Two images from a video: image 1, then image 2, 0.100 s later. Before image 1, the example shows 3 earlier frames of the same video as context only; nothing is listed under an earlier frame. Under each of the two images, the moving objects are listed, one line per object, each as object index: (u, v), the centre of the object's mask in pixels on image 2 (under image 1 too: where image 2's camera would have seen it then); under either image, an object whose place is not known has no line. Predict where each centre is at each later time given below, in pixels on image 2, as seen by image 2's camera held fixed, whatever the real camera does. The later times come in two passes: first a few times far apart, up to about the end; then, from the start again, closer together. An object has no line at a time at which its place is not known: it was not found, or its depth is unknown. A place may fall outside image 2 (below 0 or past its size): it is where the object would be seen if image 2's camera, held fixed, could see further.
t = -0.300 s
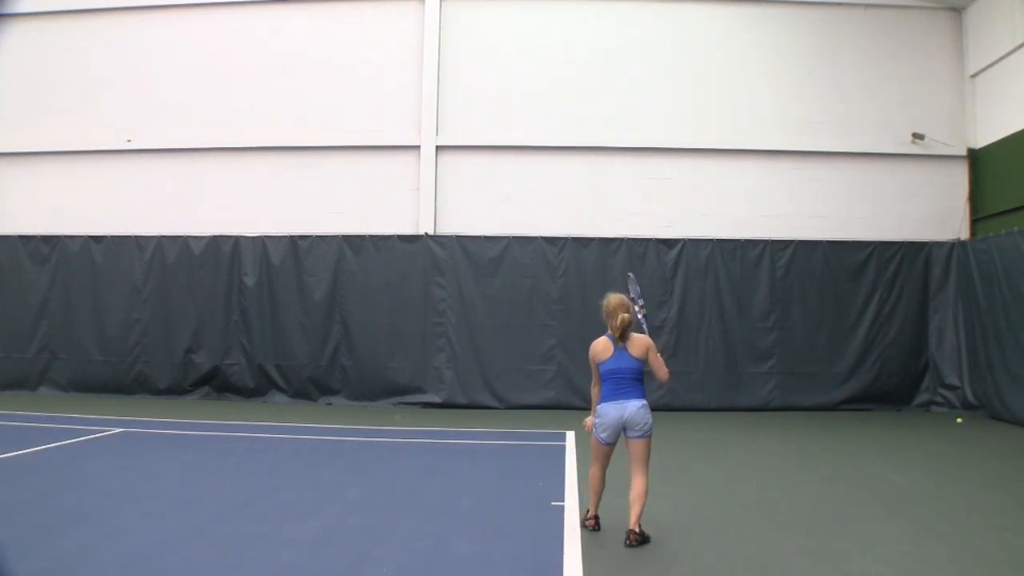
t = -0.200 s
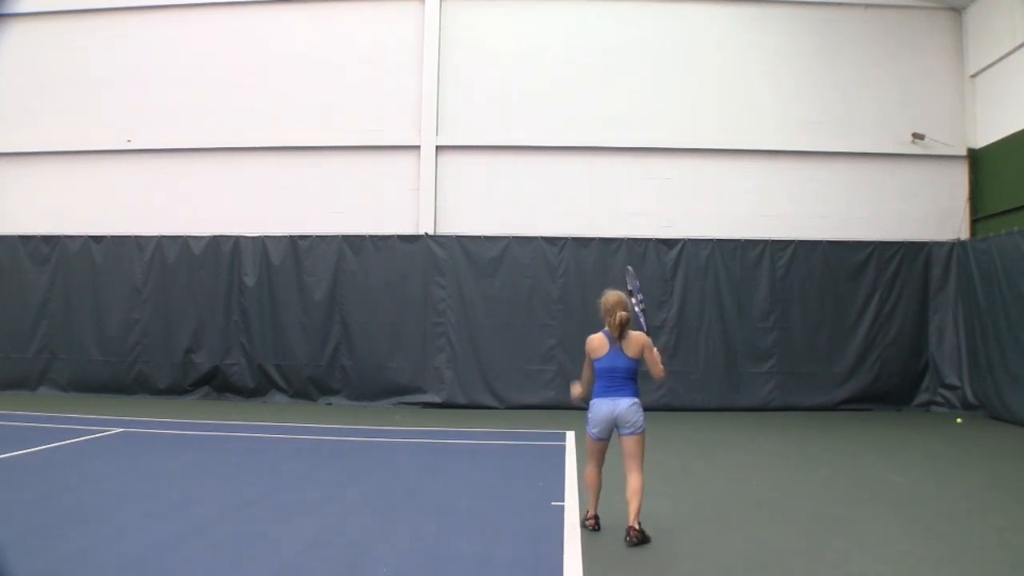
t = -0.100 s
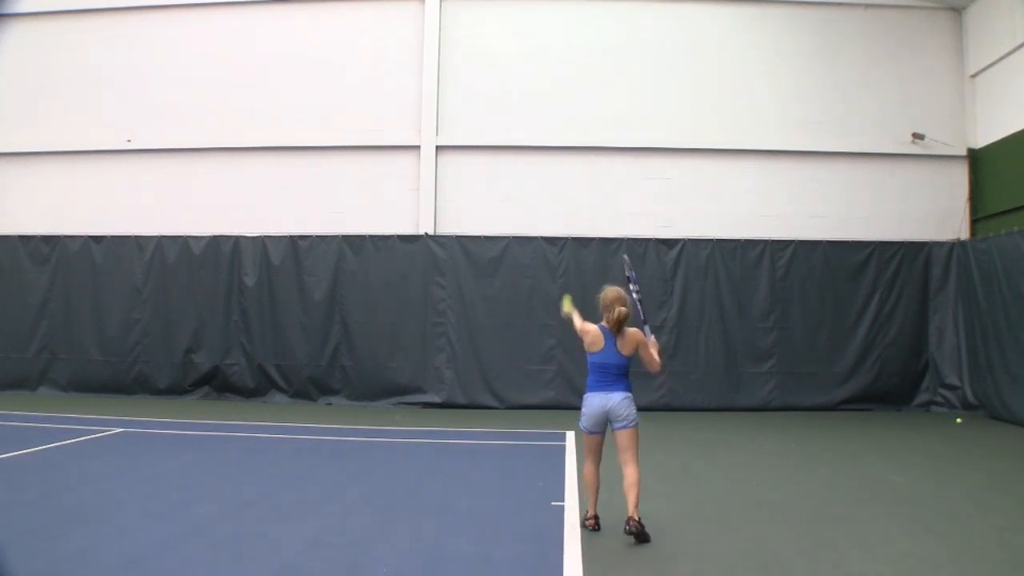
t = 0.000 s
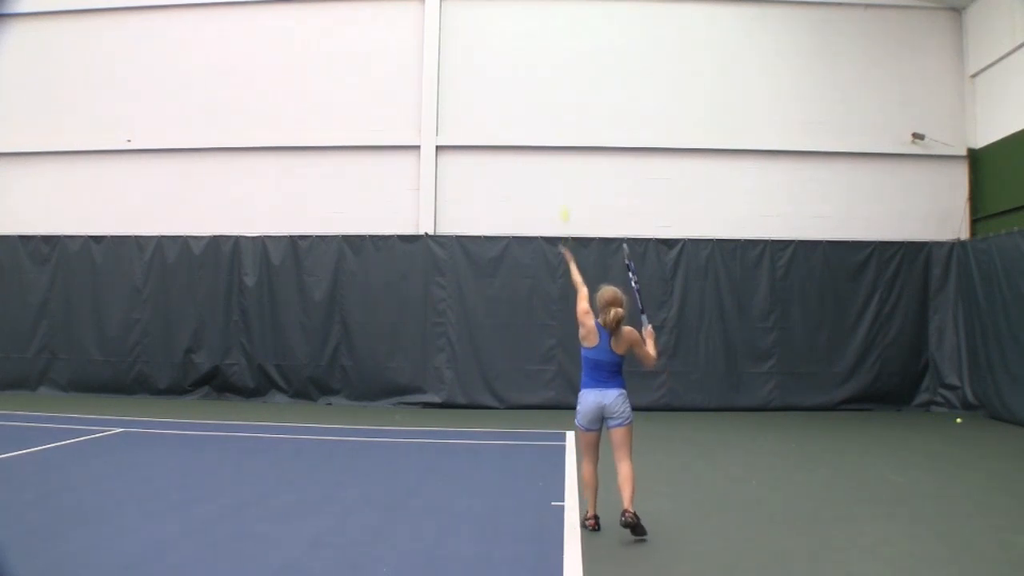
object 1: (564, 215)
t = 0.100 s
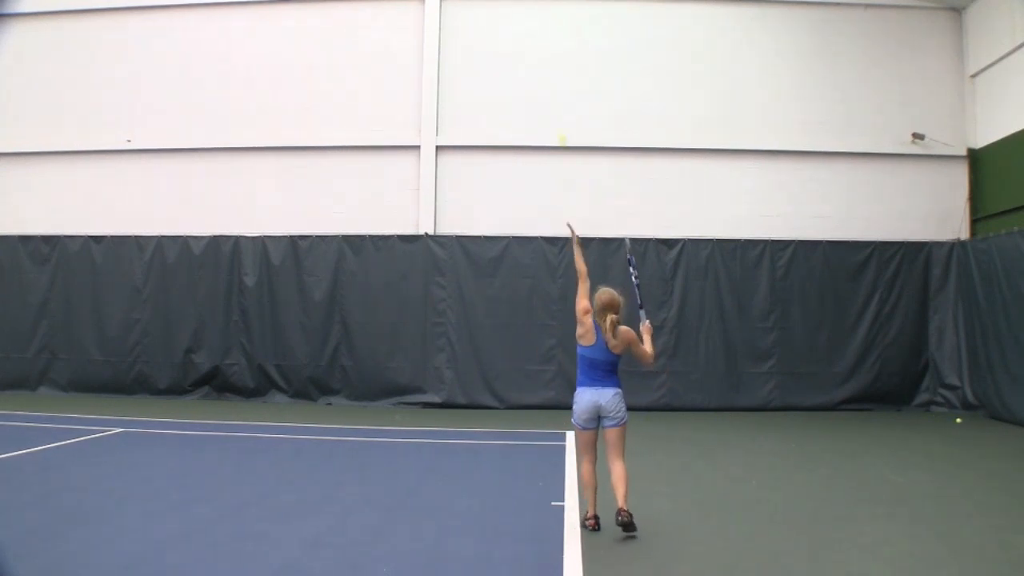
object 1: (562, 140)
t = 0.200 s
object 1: (560, 80)
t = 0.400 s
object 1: (554, 3)
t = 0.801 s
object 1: (541, 1)
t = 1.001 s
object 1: (533, 77)
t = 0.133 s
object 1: (562, 119)
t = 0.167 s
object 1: (560, 98)
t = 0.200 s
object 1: (560, 80)
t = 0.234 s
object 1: (558, 62)
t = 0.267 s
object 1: (558, 47)
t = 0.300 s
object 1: (557, 33)
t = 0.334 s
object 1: (556, 21)
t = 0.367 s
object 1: (555, 10)
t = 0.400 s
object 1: (554, 3)
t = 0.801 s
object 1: (541, 1)
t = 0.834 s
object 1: (540, 6)
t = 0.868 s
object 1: (538, 18)
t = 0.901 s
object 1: (537, 30)
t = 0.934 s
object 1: (536, 44)
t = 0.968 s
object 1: (534, 60)
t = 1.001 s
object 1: (533, 77)
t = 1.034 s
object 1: (532, 96)
